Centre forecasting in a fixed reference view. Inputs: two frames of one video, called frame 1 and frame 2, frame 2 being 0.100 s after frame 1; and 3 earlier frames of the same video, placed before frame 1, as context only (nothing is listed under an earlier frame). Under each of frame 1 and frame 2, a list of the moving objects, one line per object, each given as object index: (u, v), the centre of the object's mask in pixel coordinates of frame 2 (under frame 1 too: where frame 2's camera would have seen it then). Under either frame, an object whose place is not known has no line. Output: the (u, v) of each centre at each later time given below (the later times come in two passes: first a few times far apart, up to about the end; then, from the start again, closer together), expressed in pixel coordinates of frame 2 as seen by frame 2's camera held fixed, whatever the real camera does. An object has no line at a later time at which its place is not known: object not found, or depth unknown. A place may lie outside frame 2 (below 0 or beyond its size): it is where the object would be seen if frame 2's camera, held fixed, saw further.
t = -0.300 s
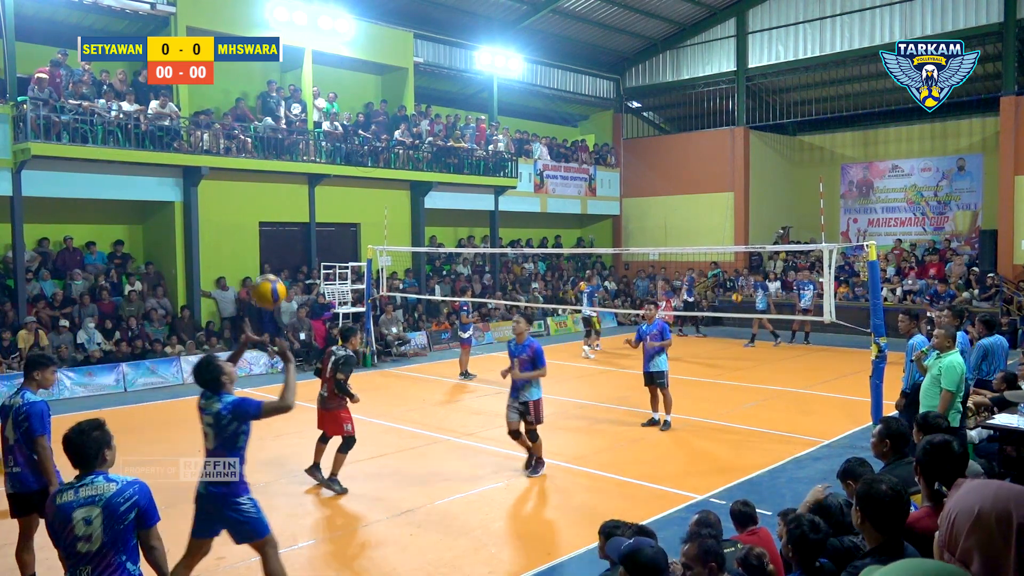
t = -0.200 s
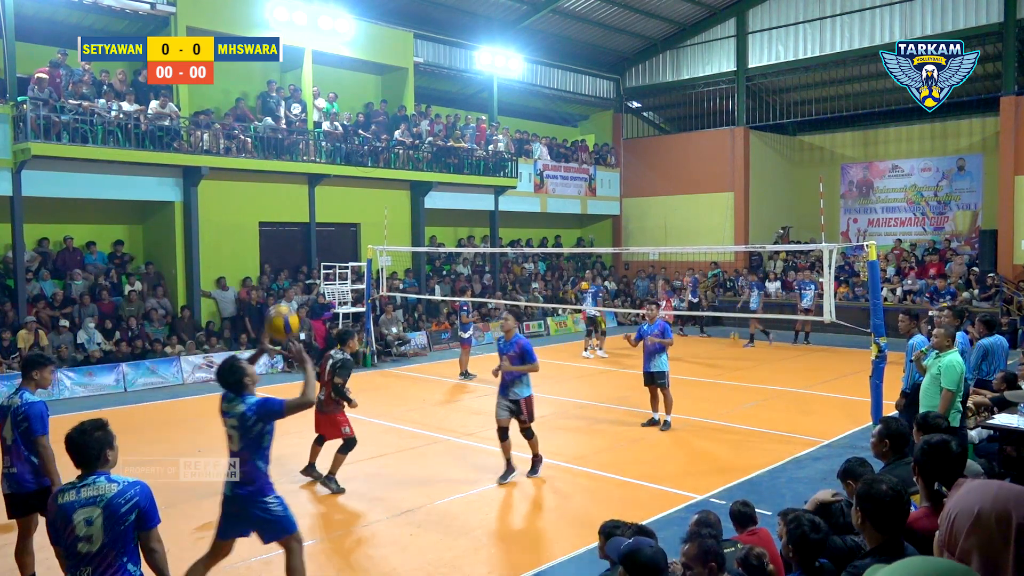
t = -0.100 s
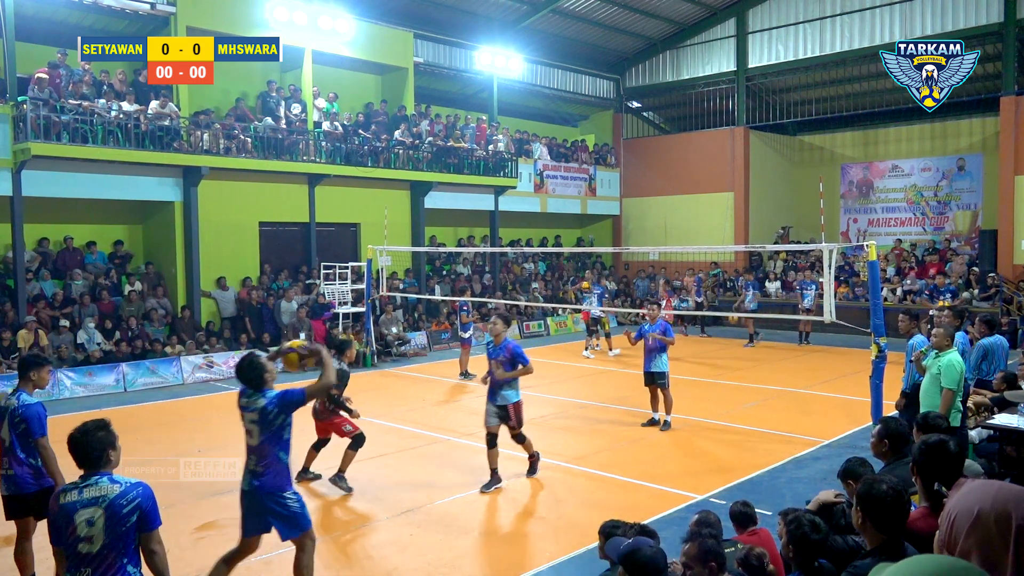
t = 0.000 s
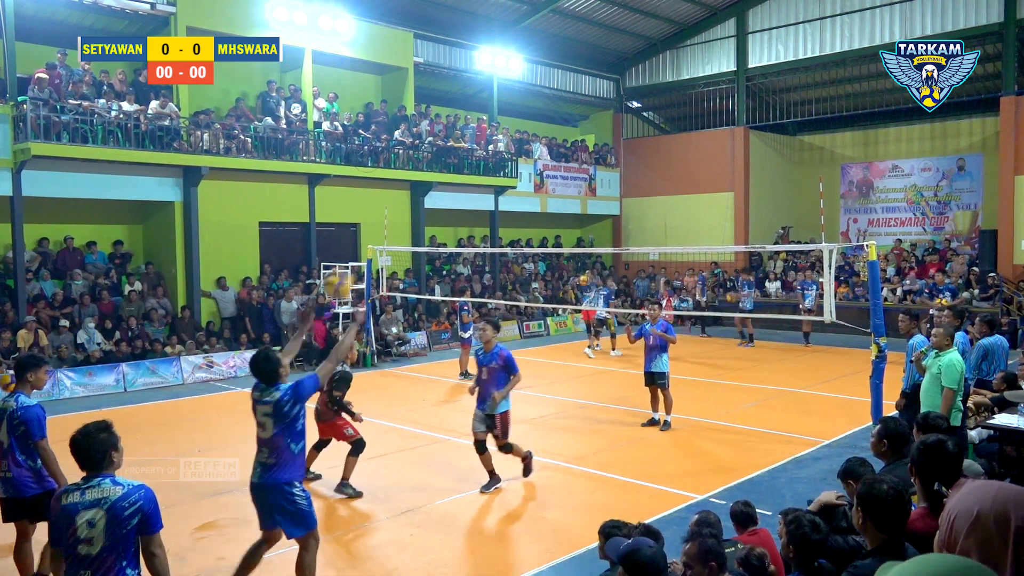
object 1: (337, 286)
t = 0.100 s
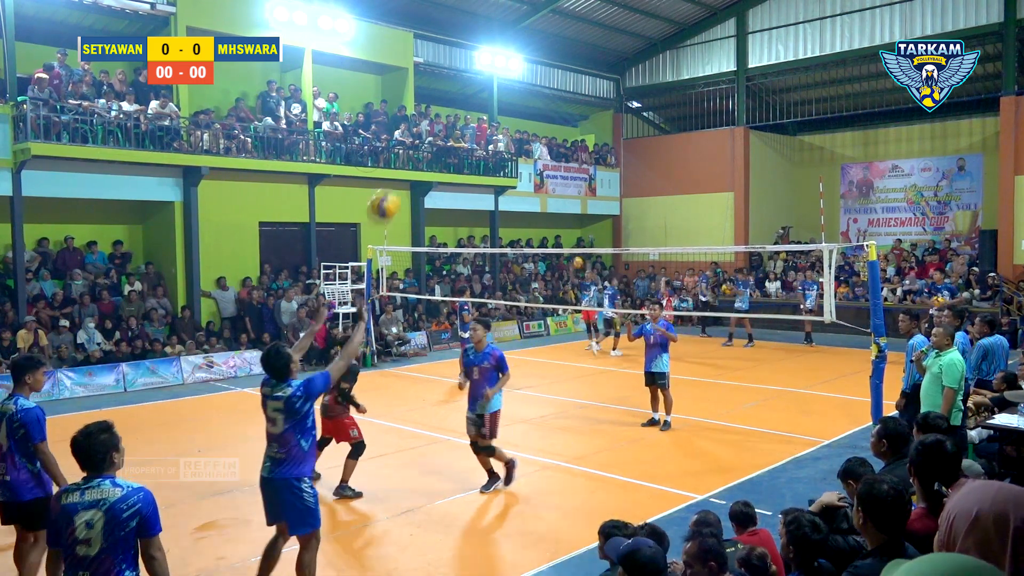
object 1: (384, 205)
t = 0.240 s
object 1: (442, 131)
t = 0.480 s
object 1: (519, 80)
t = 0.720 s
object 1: (579, 98)
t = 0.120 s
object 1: (392, 193)
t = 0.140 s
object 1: (401, 180)
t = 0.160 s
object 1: (410, 168)
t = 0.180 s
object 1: (417, 157)
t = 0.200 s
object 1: (424, 149)
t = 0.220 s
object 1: (432, 139)
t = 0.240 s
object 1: (442, 131)
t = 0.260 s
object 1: (447, 122)
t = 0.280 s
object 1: (455, 114)
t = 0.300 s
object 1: (463, 107)
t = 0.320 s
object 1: (468, 102)
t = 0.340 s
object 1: (475, 99)
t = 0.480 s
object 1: (519, 80)
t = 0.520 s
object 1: (530, 79)
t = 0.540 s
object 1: (535, 79)
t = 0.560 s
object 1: (540, 80)
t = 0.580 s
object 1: (545, 80)
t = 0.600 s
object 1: (551, 82)
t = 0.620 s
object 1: (555, 83)
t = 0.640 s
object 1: (561, 86)
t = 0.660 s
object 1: (565, 88)
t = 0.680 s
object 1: (570, 91)
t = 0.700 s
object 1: (574, 94)
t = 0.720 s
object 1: (579, 98)
